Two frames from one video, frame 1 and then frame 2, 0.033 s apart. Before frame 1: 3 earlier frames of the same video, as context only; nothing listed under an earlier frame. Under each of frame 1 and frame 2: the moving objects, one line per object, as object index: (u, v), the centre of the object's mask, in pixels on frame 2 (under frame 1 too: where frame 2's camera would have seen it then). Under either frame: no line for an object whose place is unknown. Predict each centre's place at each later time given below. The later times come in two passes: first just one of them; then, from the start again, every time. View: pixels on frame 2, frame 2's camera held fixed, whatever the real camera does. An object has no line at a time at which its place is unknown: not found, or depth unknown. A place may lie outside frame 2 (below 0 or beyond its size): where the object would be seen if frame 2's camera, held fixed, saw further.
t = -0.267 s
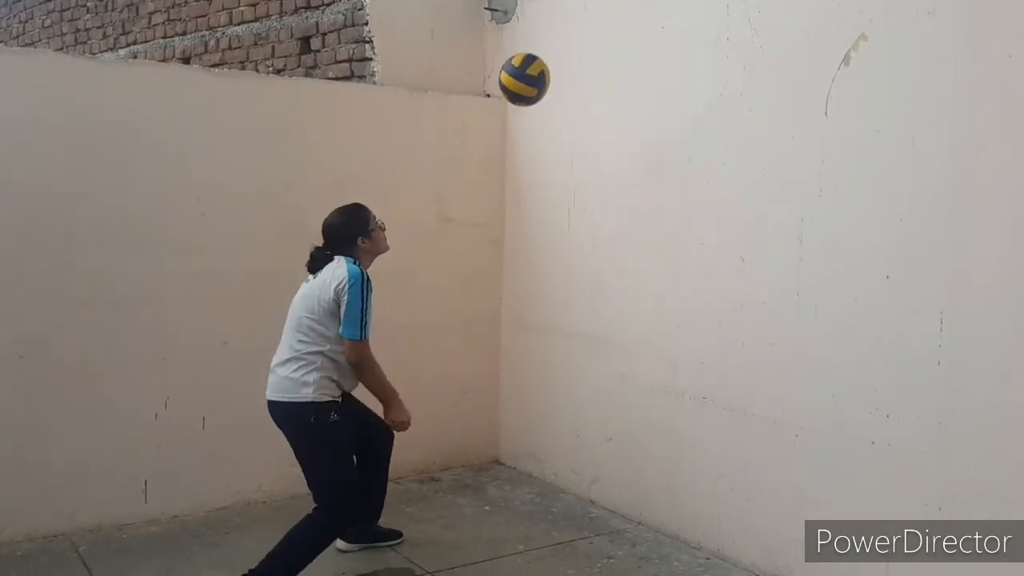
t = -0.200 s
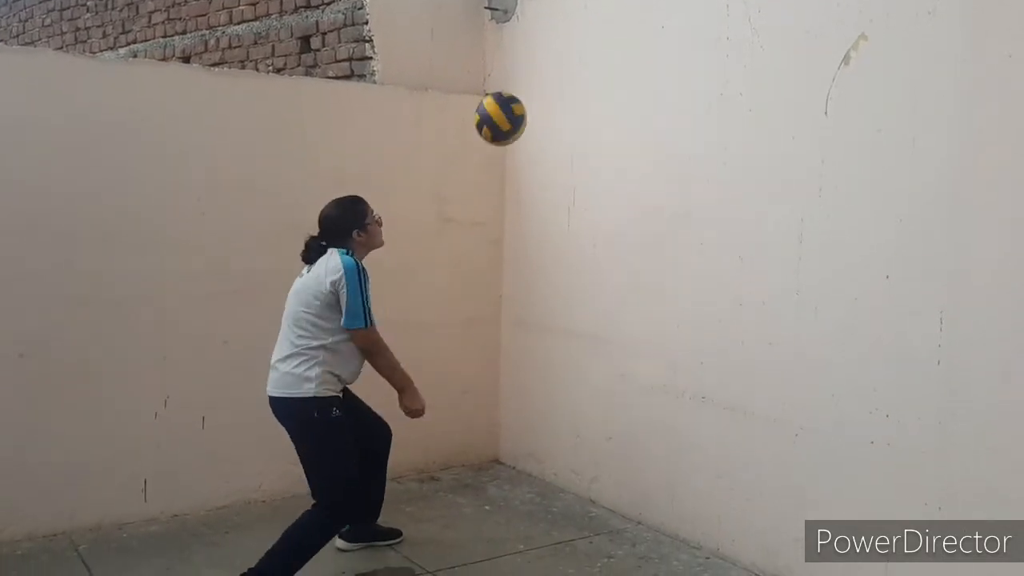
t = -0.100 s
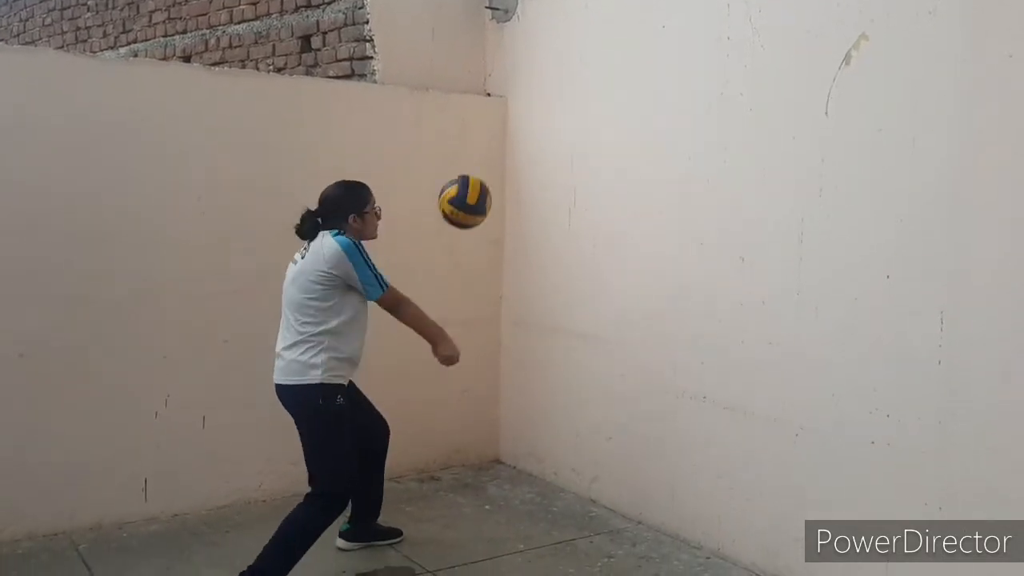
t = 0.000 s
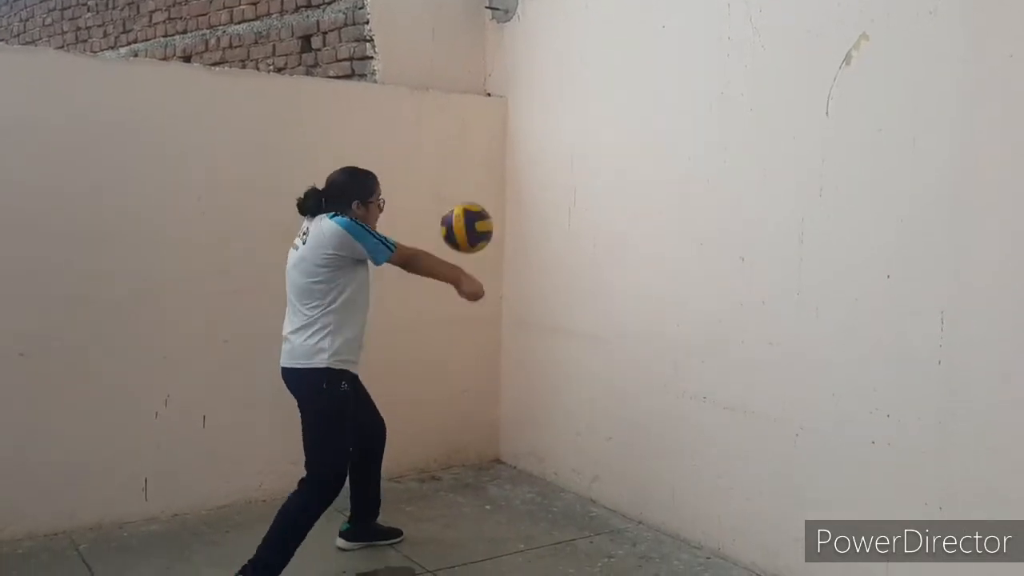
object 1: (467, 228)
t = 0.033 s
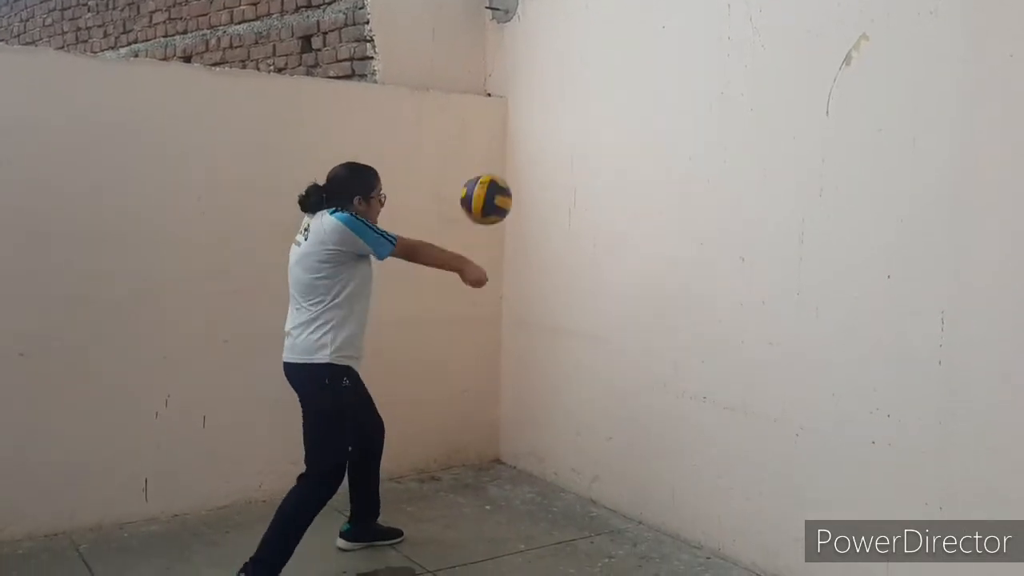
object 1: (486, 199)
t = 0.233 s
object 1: (591, 90)
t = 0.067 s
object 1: (505, 174)
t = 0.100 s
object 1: (523, 151)
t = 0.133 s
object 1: (540, 132)
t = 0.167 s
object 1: (557, 115)
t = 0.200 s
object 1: (574, 101)
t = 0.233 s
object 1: (591, 90)
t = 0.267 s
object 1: (607, 82)
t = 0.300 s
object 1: (622, 75)
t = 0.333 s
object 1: (635, 71)
